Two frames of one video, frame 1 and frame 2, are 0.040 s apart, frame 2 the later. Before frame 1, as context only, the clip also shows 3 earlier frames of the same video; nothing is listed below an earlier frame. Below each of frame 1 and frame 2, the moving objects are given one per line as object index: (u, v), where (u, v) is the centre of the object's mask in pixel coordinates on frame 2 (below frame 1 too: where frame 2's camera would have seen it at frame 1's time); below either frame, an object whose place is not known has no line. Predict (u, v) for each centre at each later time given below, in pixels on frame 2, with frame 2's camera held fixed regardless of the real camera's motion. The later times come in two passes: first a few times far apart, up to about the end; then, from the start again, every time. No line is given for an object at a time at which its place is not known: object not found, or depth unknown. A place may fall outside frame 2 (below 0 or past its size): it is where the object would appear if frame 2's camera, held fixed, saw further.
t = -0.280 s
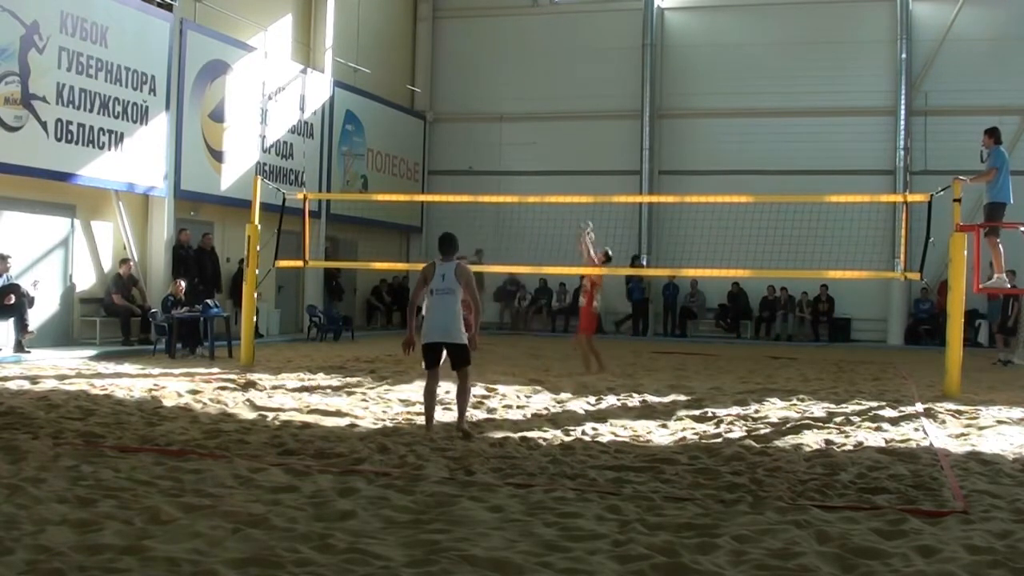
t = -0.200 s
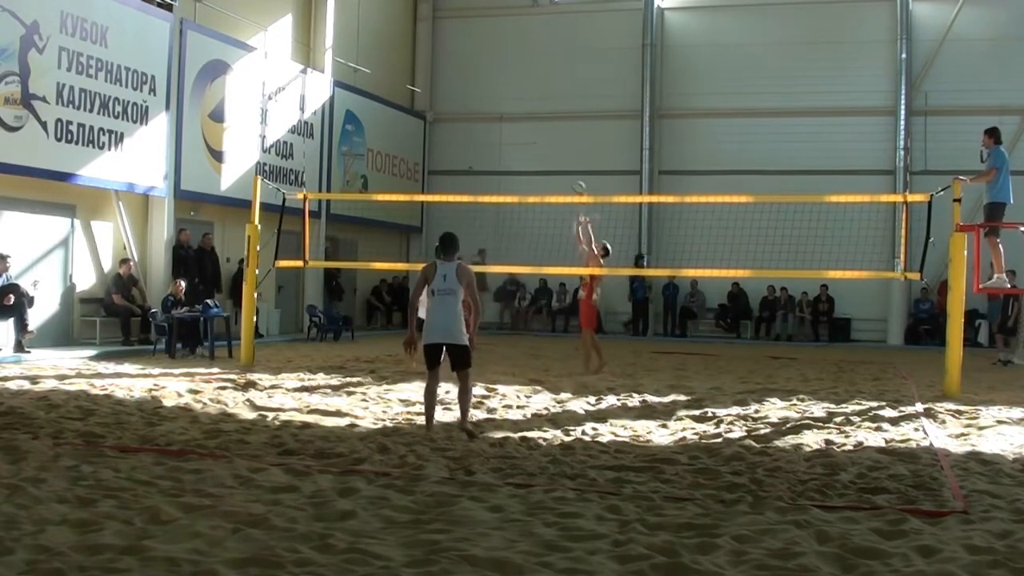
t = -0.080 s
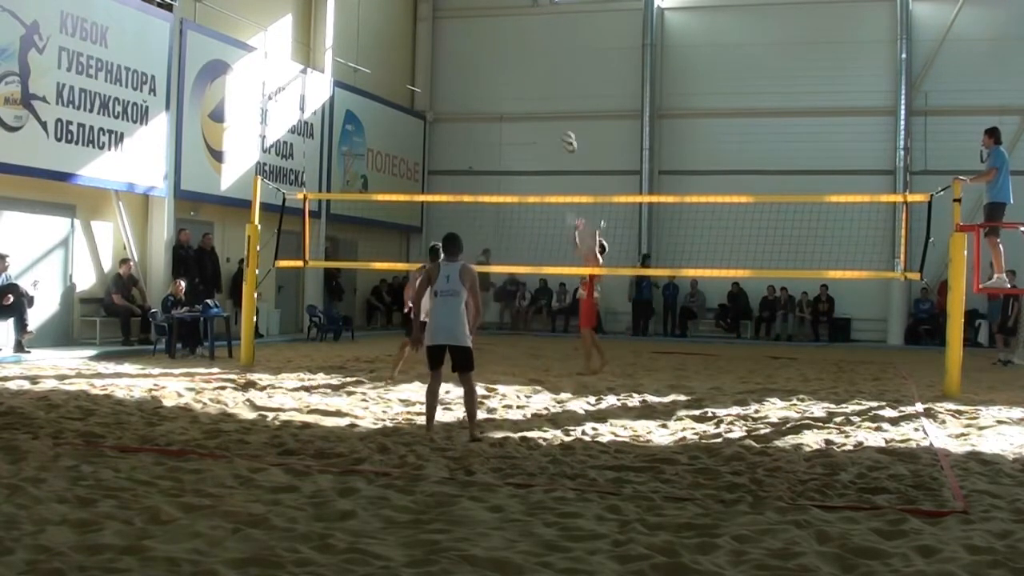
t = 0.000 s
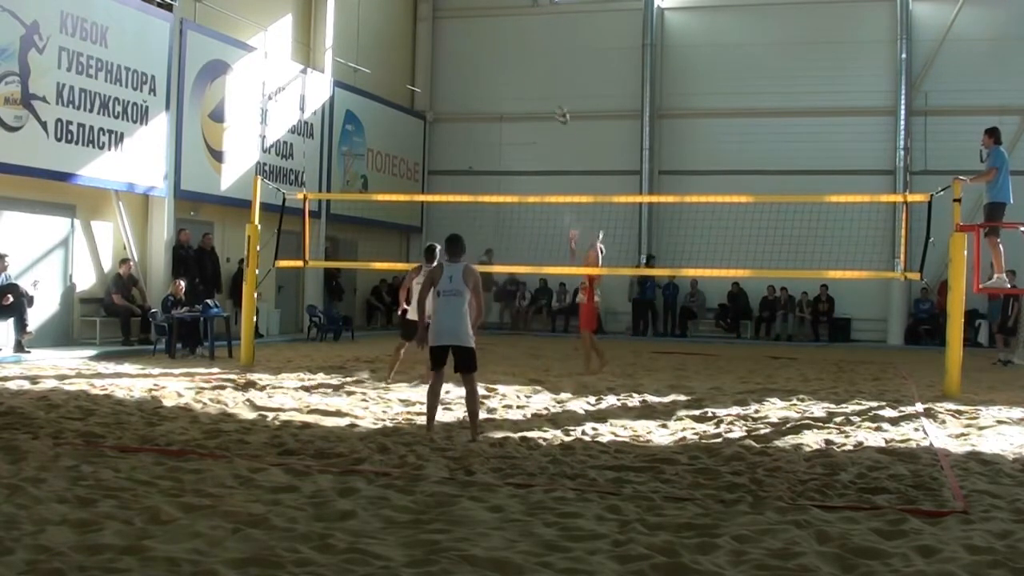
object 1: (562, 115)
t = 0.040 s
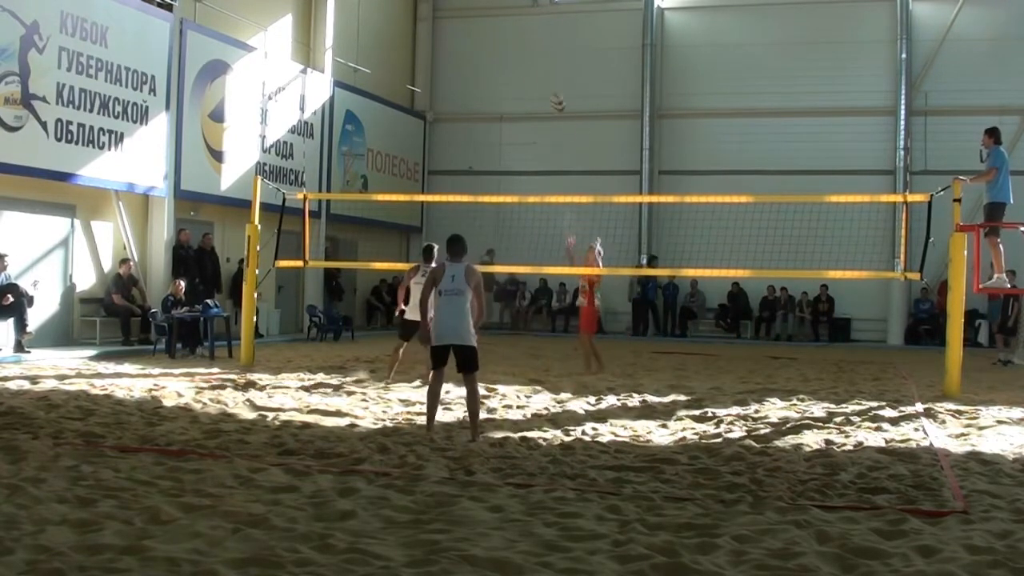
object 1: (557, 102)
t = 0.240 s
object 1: (538, 60)
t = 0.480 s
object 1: (515, 42)
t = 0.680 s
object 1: (496, 57)
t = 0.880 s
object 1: (475, 99)
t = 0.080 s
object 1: (554, 92)
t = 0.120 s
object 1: (550, 82)
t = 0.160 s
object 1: (546, 73)
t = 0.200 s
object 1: (542, 66)
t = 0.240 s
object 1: (538, 60)
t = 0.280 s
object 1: (535, 54)
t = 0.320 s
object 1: (531, 49)
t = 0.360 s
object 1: (527, 45)
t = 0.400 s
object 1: (523, 44)
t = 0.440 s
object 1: (519, 42)
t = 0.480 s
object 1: (515, 42)
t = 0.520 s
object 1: (511, 42)
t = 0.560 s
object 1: (507, 44)
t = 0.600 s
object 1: (504, 48)
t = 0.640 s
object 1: (500, 52)
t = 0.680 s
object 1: (496, 57)
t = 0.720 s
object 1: (492, 63)
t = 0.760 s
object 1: (487, 70)
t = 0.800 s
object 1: (483, 79)
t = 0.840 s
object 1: (479, 89)
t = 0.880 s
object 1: (475, 99)
